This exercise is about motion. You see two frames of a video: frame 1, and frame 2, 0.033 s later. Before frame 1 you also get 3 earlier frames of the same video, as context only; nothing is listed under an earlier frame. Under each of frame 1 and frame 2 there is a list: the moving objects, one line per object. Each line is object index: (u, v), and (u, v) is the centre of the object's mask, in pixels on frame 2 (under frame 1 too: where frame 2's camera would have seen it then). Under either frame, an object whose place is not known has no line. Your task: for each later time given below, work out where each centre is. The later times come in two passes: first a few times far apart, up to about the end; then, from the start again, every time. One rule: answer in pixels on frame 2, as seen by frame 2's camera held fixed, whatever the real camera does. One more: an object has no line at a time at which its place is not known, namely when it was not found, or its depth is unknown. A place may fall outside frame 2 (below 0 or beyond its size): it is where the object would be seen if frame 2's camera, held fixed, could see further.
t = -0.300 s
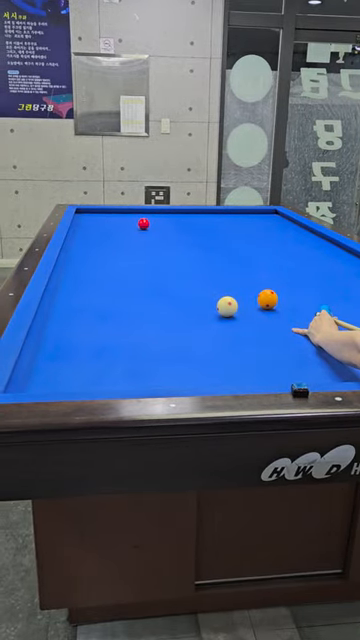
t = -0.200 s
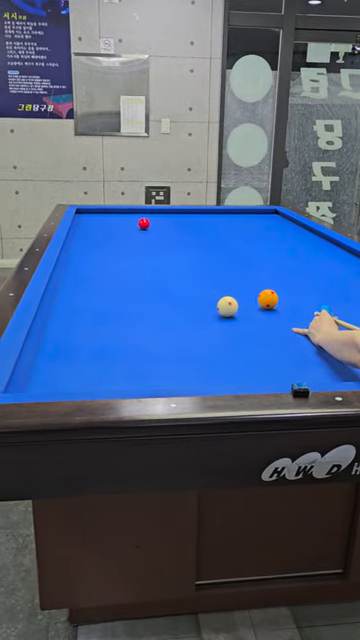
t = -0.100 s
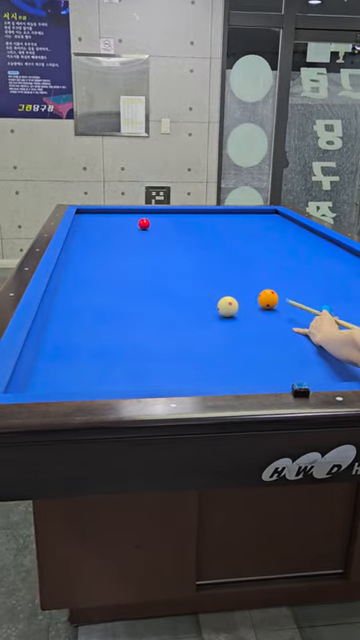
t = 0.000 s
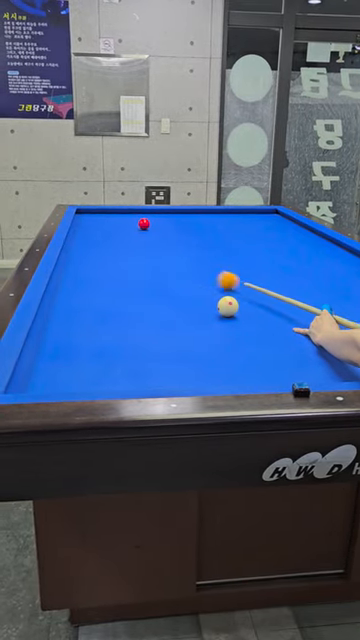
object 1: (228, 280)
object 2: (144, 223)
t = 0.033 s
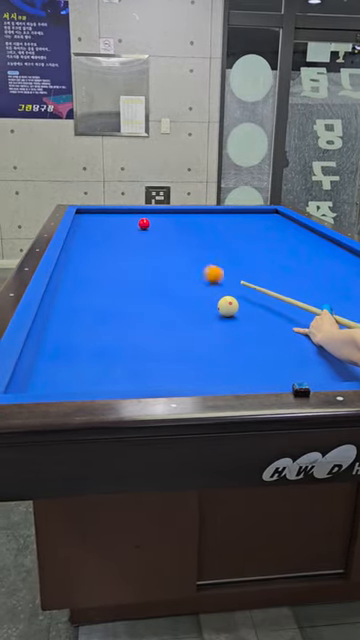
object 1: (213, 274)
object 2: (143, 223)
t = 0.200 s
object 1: (156, 248)
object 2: (144, 223)
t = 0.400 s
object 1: (109, 227)
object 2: (144, 223)
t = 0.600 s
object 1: (83, 212)
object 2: (144, 223)
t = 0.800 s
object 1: (122, 217)
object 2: (144, 224)
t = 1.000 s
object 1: (165, 223)
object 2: (144, 228)
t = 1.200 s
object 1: (206, 224)
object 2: (144, 235)
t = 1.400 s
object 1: (246, 226)
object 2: (144, 244)
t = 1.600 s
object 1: (287, 227)
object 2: (145, 253)
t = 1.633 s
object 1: (294, 228)
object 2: (145, 255)
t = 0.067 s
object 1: (200, 268)
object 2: (144, 223)
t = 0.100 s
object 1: (188, 263)
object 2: (144, 223)
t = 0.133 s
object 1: (177, 257)
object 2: (144, 223)
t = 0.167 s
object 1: (166, 253)
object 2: (144, 223)
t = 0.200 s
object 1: (156, 248)
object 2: (144, 223)
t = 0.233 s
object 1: (147, 244)
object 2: (144, 223)
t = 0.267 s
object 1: (138, 240)
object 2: (144, 223)
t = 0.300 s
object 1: (131, 236)
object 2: (144, 224)
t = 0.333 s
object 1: (123, 233)
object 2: (144, 223)
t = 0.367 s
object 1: (115, 230)
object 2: (144, 223)
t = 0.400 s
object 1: (109, 227)
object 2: (144, 223)
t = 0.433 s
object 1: (103, 224)
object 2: (144, 223)
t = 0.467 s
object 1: (97, 221)
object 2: (144, 223)
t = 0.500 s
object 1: (90, 218)
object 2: (144, 223)
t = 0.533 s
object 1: (85, 216)
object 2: (144, 223)
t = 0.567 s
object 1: (80, 214)
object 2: (144, 223)
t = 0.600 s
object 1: (83, 212)
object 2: (144, 223)
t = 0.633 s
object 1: (88, 210)
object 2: (144, 223)
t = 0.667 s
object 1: (94, 210)
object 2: (144, 223)
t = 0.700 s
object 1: (102, 212)
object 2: (144, 223)
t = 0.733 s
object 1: (108, 214)
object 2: (144, 223)
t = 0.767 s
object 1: (115, 215)
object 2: (144, 223)
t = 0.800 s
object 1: (122, 217)
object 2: (144, 224)
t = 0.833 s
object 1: (130, 219)
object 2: (144, 224)
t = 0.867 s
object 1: (136, 220)
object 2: (144, 224)
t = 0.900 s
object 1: (145, 218)
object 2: (144, 223)
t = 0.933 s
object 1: (153, 222)
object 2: (143, 225)
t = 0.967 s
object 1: (159, 222)
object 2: (144, 226)
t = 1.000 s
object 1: (165, 223)
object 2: (144, 228)
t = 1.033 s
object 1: (172, 223)
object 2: (144, 229)
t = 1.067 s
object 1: (179, 223)
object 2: (144, 230)
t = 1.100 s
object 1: (186, 223)
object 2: (144, 232)
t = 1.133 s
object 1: (192, 224)
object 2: (144, 233)
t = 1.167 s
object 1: (199, 224)
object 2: (144, 234)
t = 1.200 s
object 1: (206, 224)
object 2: (144, 235)
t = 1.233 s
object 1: (213, 224)
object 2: (144, 237)
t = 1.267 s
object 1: (219, 225)
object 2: (144, 238)
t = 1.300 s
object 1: (226, 225)
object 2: (144, 239)
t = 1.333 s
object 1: (233, 225)
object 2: (144, 241)
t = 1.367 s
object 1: (239, 226)
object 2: (145, 242)
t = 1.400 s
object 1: (246, 226)
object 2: (144, 244)
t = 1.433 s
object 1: (253, 226)
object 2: (145, 245)
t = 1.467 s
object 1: (260, 226)
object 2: (145, 246)
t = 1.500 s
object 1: (267, 227)
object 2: (145, 248)
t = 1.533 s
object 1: (273, 227)
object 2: (145, 250)
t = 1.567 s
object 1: (280, 227)
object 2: (145, 251)
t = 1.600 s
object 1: (287, 227)
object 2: (145, 253)
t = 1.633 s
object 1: (294, 228)
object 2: (145, 255)
